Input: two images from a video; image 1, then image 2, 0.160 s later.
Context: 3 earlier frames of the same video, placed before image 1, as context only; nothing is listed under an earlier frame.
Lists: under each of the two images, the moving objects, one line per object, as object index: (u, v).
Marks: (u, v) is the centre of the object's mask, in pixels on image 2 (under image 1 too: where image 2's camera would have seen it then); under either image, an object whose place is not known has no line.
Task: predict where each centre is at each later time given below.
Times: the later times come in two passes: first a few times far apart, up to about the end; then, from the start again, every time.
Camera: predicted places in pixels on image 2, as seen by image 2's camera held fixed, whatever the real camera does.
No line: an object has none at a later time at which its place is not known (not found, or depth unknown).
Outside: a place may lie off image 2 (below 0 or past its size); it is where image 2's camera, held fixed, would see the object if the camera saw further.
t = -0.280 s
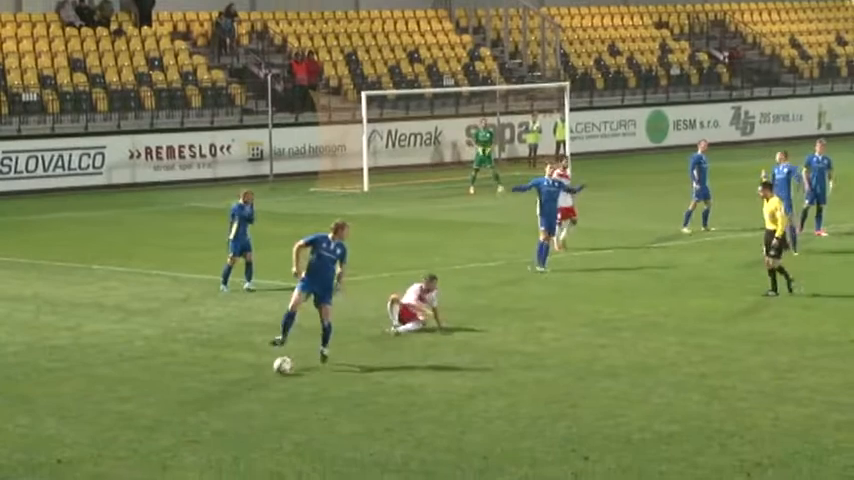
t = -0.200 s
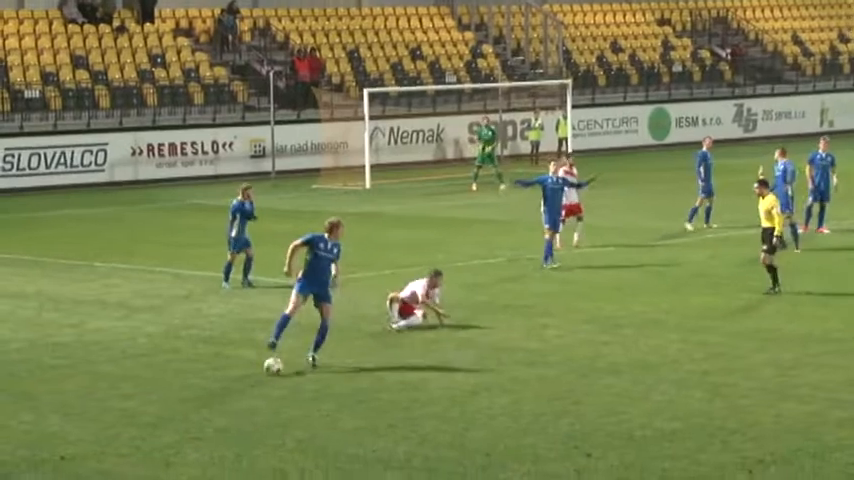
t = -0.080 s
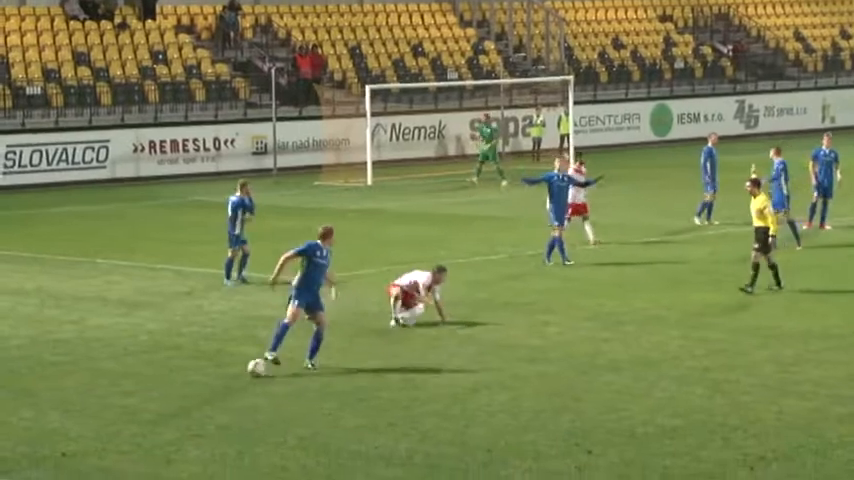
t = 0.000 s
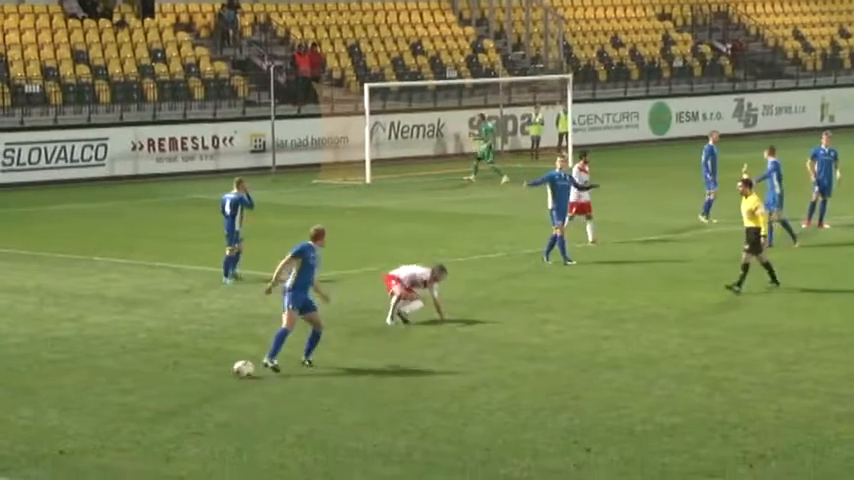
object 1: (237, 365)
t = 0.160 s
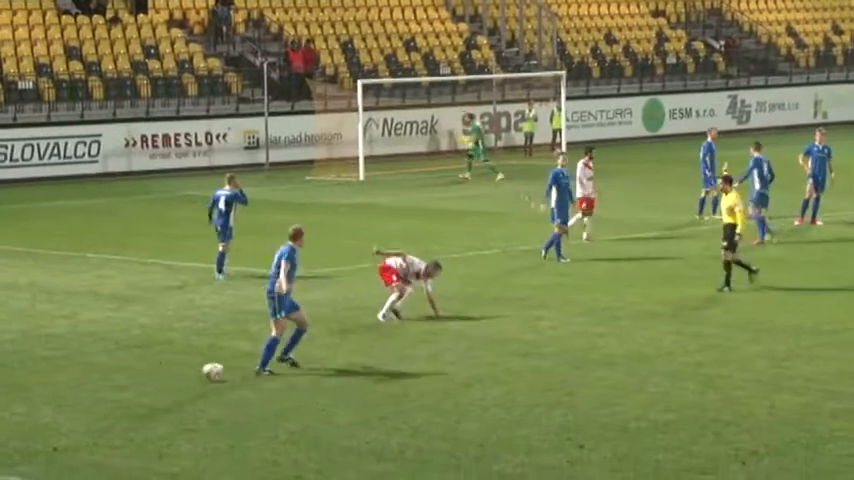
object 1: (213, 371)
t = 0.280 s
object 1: (195, 376)
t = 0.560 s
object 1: (154, 386)
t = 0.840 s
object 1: (117, 394)
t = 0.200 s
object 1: (207, 373)
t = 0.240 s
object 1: (201, 374)
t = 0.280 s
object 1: (195, 376)
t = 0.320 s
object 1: (189, 377)
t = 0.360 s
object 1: (184, 379)
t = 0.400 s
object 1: (177, 380)
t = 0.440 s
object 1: (171, 381)
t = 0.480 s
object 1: (166, 382)
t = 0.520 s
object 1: (159, 385)
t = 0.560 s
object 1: (154, 386)
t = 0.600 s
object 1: (149, 386)
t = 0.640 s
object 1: (144, 387)
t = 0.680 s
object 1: (139, 389)
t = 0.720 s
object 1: (132, 391)
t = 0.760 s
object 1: (126, 391)
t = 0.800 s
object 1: (120, 393)
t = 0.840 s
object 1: (117, 394)
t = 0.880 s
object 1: (110, 396)
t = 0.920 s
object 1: (106, 396)
